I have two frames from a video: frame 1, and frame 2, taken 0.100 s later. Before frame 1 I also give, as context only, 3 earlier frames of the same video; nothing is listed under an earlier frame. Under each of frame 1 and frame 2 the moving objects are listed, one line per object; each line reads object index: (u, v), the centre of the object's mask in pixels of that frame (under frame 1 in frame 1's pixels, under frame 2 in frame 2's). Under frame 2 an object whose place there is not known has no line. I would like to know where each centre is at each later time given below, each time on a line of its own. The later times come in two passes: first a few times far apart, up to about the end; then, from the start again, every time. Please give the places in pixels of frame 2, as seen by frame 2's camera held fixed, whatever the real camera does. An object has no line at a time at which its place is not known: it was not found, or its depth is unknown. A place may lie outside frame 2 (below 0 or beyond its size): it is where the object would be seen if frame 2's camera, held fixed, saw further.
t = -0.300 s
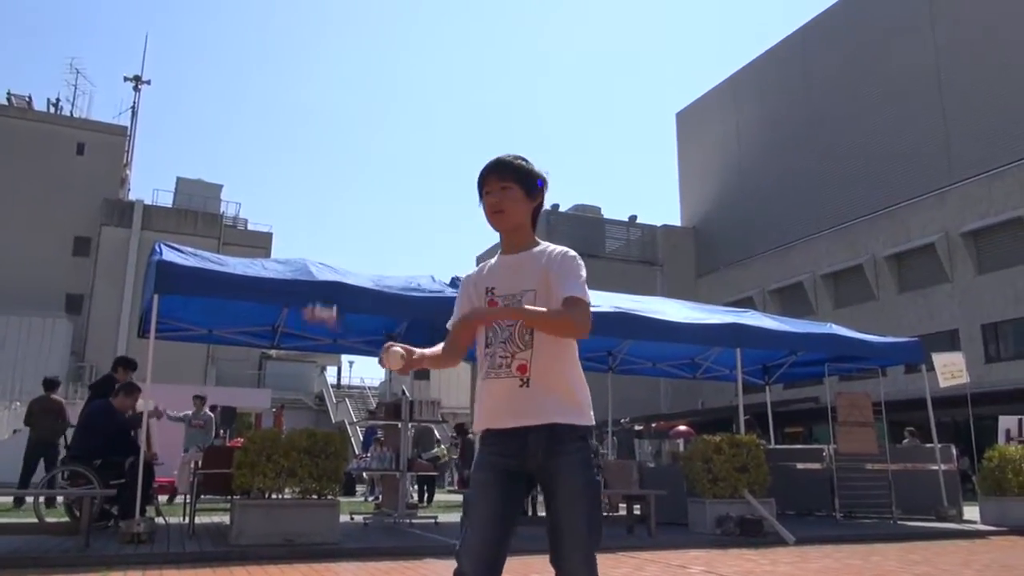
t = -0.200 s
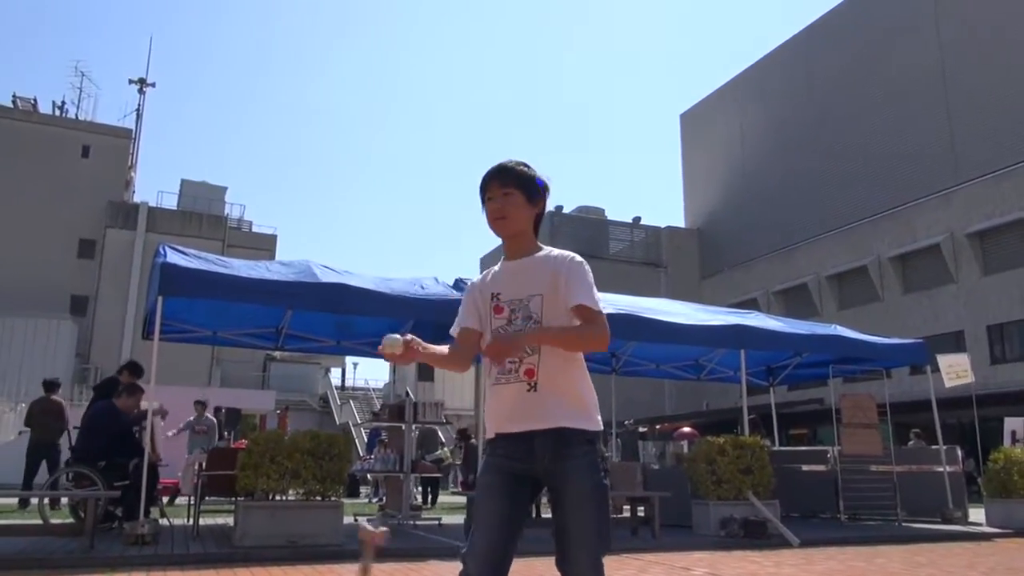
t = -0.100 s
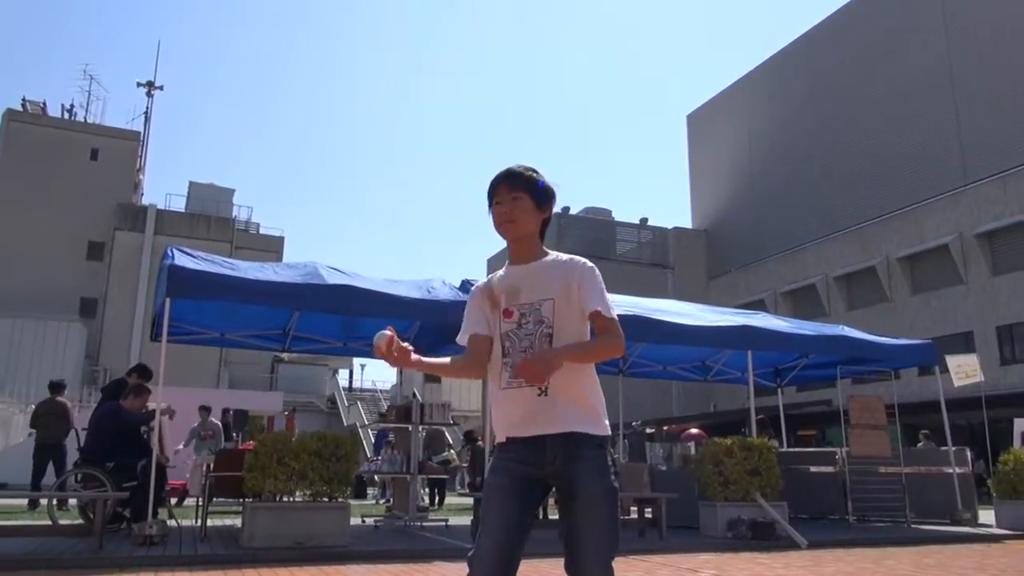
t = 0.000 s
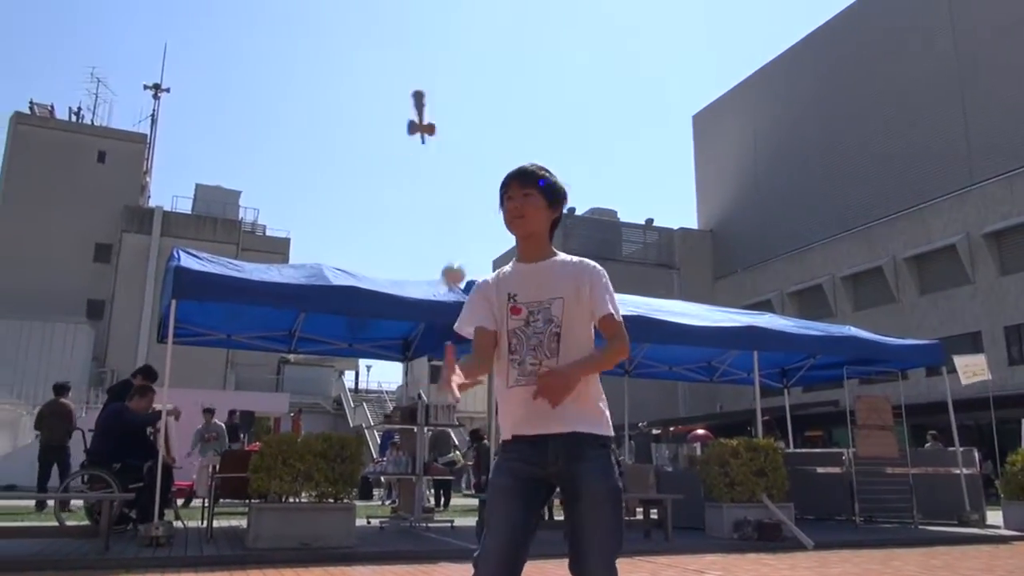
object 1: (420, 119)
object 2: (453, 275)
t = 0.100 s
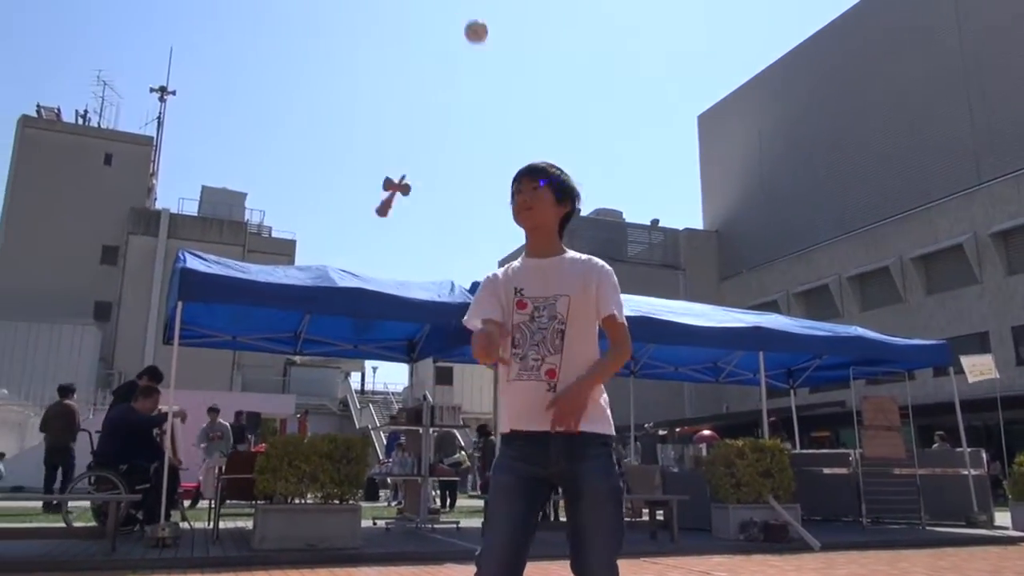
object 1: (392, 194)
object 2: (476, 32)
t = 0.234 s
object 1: (474, 19)
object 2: (377, 91)
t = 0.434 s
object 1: (352, 160)
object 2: (439, 16)
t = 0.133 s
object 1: (412, 191)
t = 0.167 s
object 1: (441, 154)
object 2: (416, 9)
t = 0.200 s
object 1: (465, 90)
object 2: (390, 45)
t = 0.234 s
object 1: (474, 19)
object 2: (377, 91)
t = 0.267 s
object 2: (378, 129)
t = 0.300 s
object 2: (393, 146)
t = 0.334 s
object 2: (415, 135)
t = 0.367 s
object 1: (374, 33)
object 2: (438, 98)
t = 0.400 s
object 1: (357, 97)
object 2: (447, 51)
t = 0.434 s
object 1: (352, 160)
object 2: (439, 16)
